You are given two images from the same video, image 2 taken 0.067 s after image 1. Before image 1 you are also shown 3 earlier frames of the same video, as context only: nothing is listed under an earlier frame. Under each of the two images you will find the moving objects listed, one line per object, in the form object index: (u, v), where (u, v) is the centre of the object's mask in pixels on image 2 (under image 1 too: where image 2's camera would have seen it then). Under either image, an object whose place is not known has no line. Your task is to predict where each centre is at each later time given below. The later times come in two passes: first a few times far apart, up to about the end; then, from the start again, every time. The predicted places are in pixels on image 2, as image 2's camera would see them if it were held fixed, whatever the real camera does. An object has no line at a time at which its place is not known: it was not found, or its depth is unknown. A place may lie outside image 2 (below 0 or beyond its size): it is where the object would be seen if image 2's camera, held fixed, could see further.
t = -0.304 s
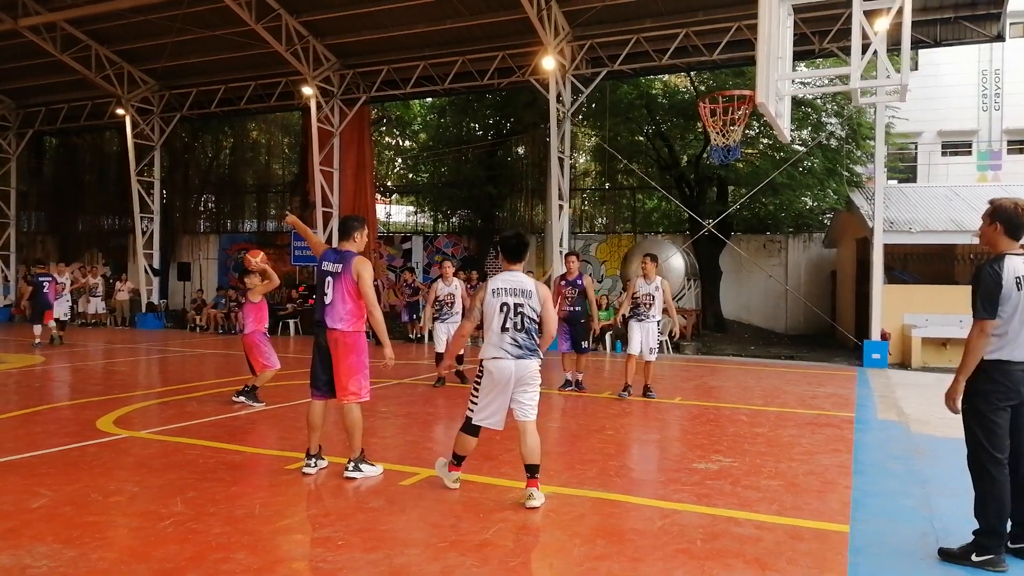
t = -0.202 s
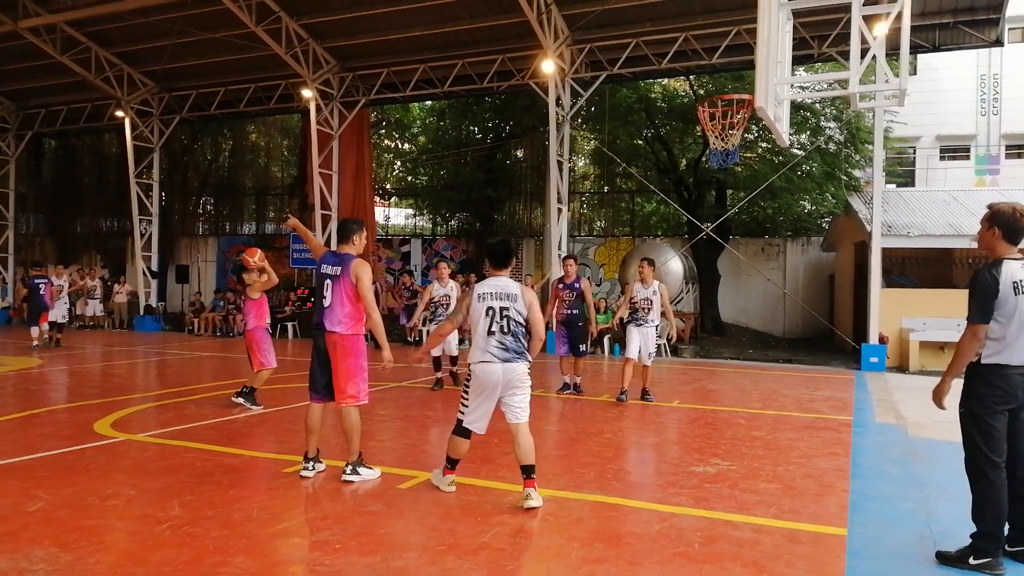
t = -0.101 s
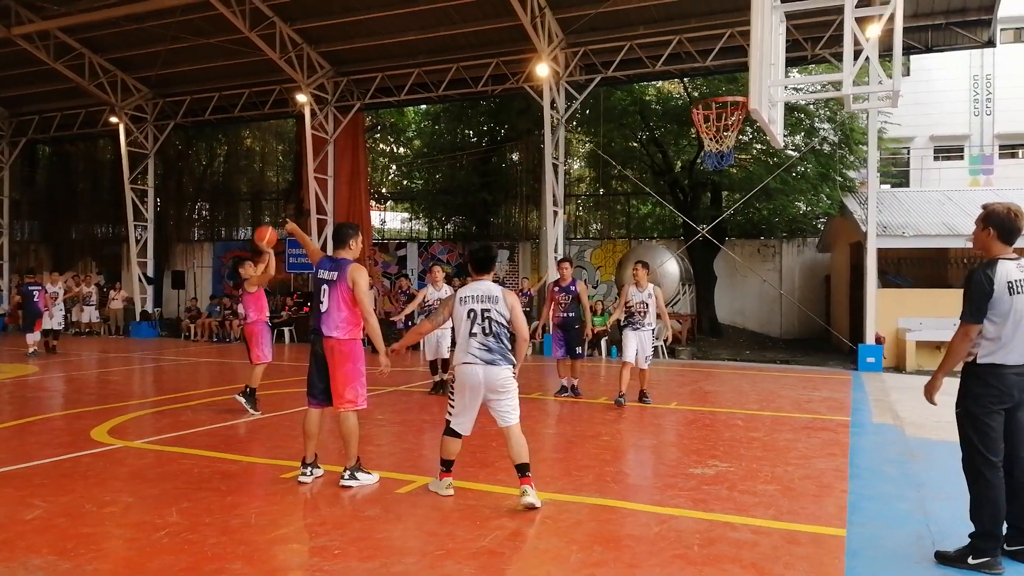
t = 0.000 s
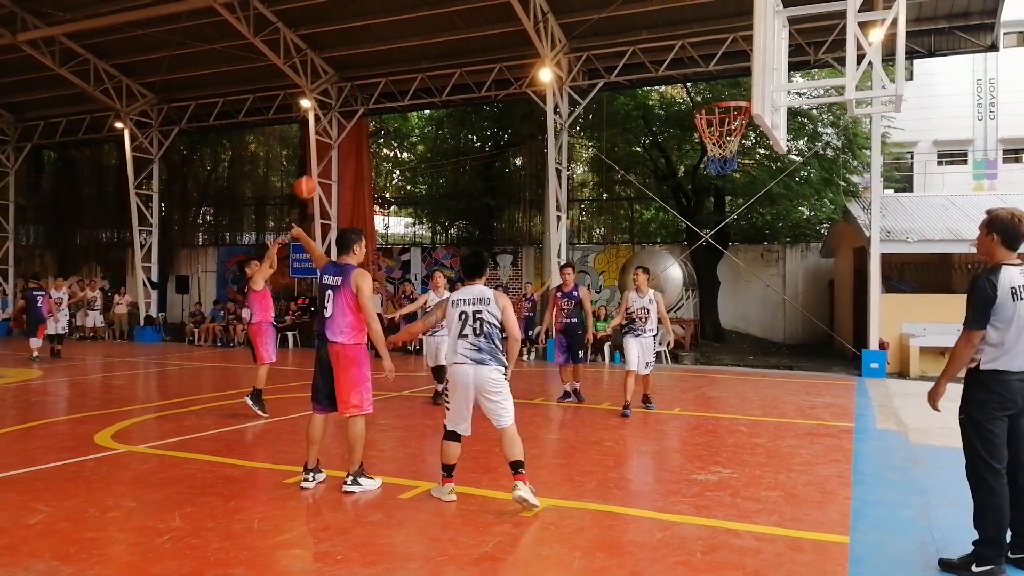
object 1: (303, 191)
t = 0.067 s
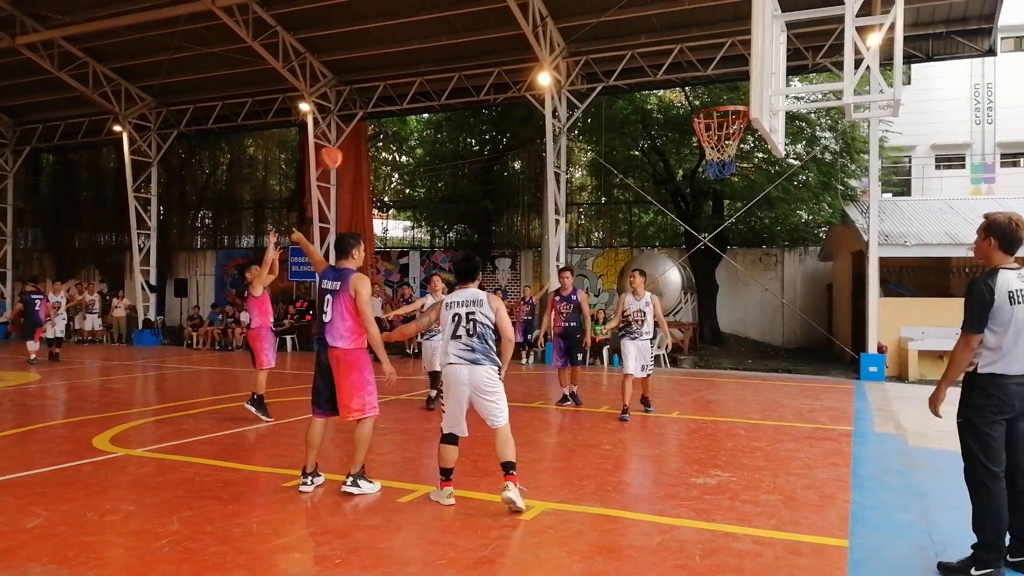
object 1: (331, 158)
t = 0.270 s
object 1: (410, 80)
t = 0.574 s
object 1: (539, 27)
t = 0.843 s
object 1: (667, 56)
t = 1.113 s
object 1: (709, 72)
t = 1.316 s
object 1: (675, 68)
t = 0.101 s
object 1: (343, 143)
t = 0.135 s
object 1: (356, 129)
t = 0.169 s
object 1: (370, 115)
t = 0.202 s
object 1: (382, 103)
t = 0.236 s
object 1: (396, 91)
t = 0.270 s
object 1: (410, 80)
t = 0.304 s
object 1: (424, 70)
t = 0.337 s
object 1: (437, 62)
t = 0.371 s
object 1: (451, 53)
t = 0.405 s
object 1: (466, 47)
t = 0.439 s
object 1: (480, 41)
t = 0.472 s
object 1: (495, 35)
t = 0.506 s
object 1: (509, 32)
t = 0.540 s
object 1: (524, 29)
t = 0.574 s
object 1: (539, 27)
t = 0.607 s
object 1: (554, 26)
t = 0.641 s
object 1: (569, 27)
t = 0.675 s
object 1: (585, 29)
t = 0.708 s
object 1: (601, 32)
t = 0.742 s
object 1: (618, 35)
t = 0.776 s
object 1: (634, 41)
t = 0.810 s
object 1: (650, 48)
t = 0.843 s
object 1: (667, 56)
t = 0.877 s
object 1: (685, 66)
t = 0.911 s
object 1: (702, 76)
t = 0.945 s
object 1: (719, 87)
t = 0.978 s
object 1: (735, 97)
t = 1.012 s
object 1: (729, 91)
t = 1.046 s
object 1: (722, 83)
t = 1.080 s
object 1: (716, 78)
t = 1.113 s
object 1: (709, 72)
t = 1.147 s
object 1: (703, 69)
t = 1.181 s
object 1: (697, 67)
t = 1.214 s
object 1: (691, 65)
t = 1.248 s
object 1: (686, 65)
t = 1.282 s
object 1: (680, 66)
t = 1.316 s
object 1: (675, 68)
